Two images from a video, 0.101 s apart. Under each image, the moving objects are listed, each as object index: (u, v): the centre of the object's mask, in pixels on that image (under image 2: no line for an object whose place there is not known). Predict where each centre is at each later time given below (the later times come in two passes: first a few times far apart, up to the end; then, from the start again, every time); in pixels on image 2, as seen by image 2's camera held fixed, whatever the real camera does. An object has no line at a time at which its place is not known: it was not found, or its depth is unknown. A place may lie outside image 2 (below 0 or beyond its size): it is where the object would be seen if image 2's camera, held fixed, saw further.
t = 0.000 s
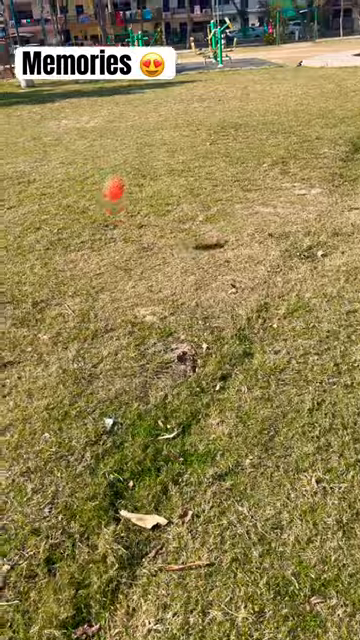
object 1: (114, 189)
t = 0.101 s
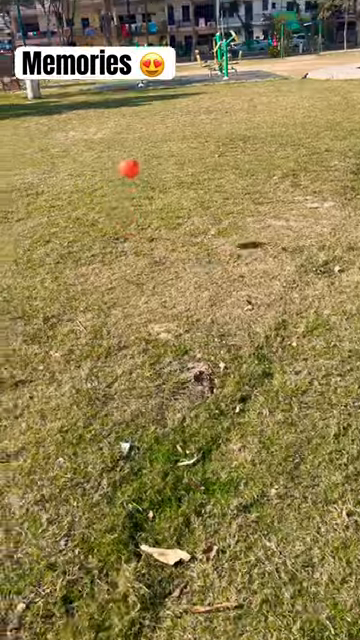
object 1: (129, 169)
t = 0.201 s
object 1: (138, 154)
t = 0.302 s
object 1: (145, 153)
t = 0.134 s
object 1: (131, 163)
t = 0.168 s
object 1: (134, 158)
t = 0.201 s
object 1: (138, 154)
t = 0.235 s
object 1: (140, 151)
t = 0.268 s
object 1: (142, 152)
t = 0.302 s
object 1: (145, 153)
